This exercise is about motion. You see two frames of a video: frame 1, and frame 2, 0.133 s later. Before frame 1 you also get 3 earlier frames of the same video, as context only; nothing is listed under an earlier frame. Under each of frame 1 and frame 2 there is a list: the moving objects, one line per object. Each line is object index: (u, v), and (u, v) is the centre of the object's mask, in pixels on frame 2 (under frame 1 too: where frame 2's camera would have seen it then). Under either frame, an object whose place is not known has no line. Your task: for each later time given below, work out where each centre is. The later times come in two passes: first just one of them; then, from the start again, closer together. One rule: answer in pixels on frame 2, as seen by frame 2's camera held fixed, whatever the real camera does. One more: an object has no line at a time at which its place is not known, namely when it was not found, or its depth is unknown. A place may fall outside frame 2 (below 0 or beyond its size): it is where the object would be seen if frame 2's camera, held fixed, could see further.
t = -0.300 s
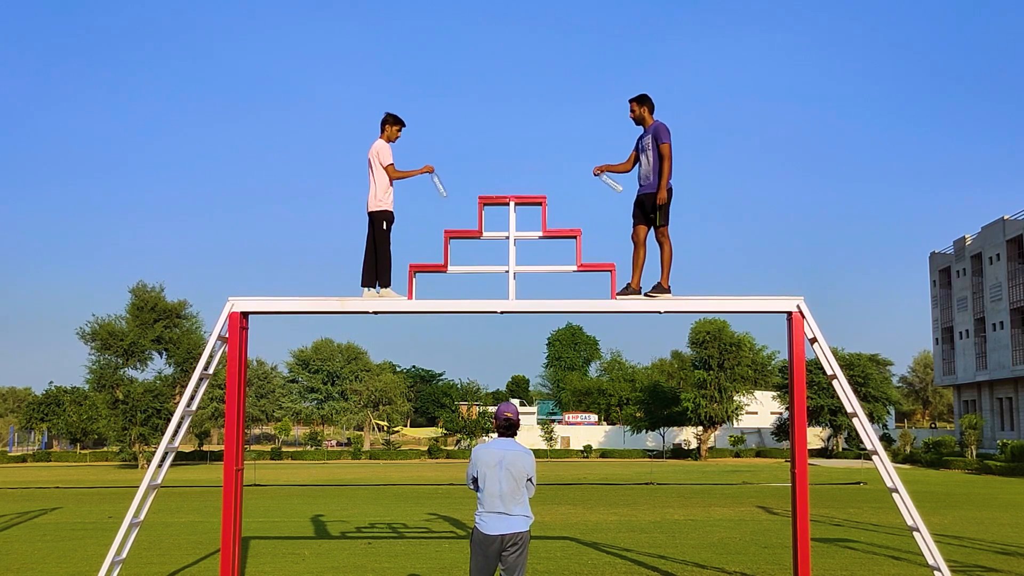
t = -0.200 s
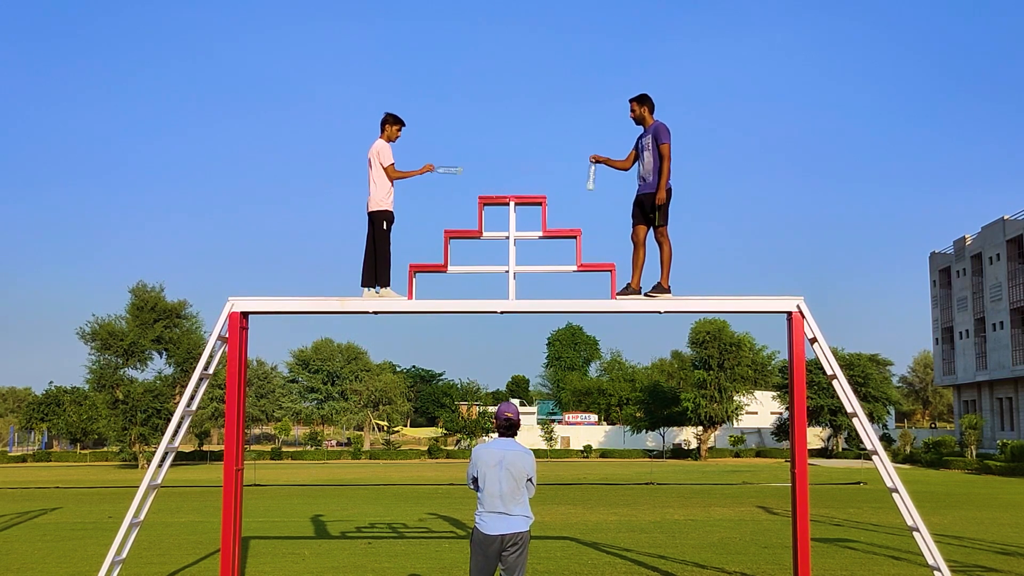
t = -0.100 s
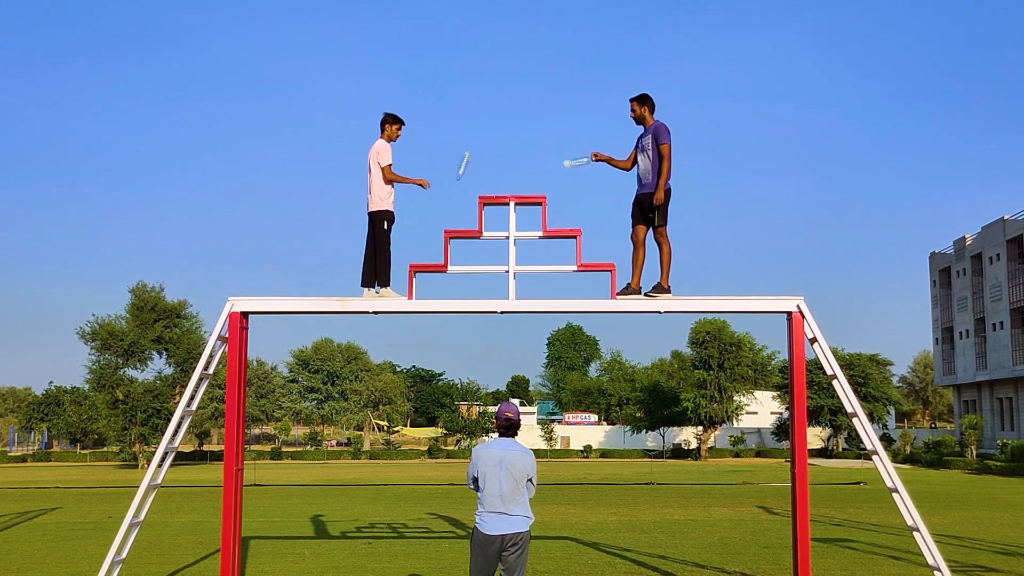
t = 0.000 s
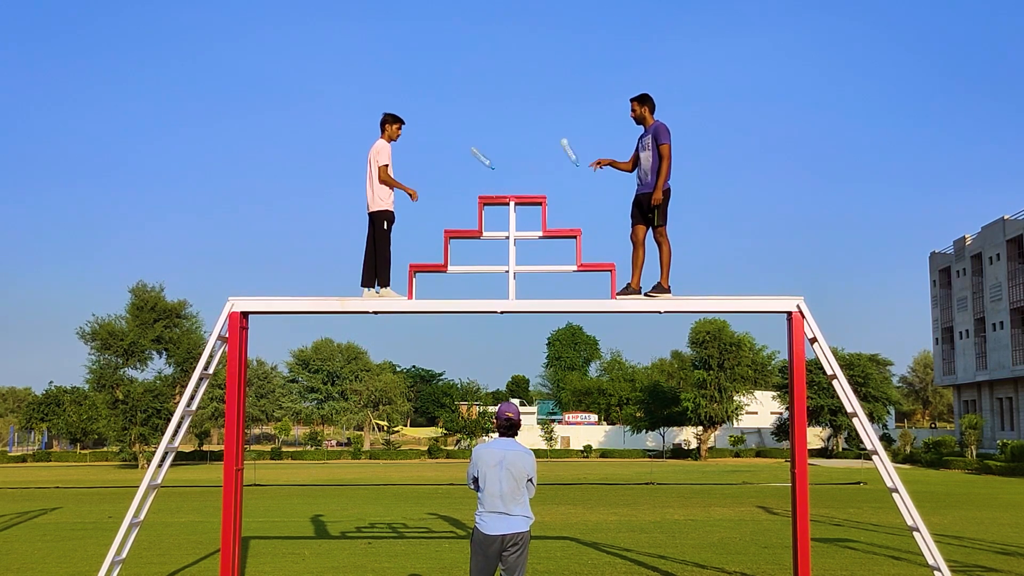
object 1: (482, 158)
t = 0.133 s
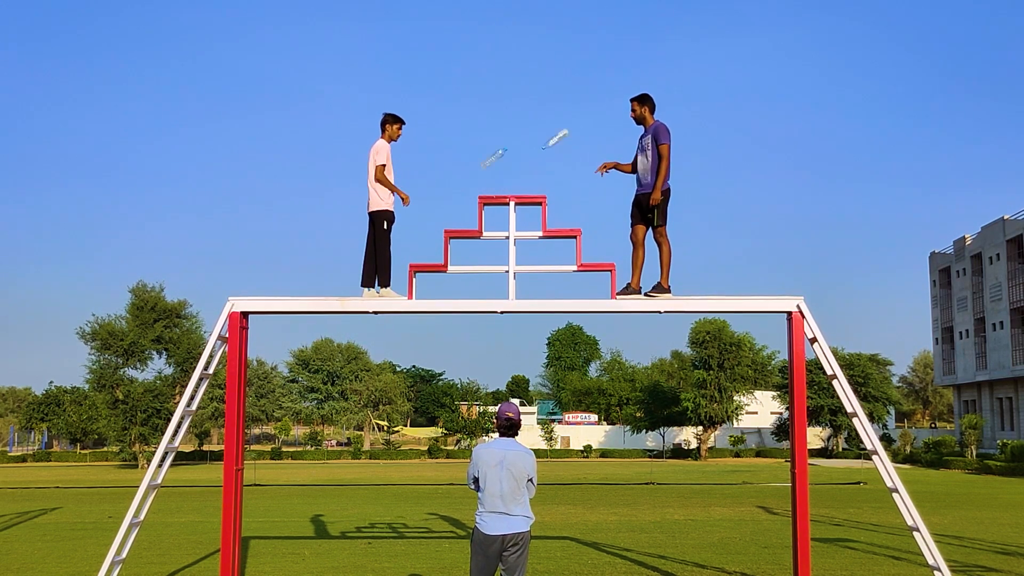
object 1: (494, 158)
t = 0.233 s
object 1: (496, 171)
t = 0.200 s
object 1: (496, 167)
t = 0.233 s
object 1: (496, 171)
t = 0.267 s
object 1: (497, 180)
